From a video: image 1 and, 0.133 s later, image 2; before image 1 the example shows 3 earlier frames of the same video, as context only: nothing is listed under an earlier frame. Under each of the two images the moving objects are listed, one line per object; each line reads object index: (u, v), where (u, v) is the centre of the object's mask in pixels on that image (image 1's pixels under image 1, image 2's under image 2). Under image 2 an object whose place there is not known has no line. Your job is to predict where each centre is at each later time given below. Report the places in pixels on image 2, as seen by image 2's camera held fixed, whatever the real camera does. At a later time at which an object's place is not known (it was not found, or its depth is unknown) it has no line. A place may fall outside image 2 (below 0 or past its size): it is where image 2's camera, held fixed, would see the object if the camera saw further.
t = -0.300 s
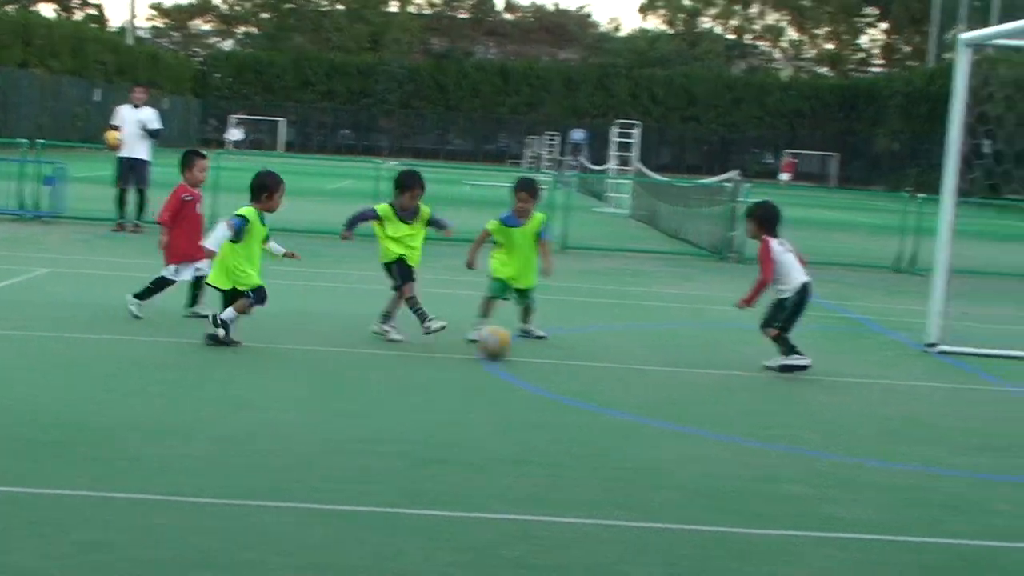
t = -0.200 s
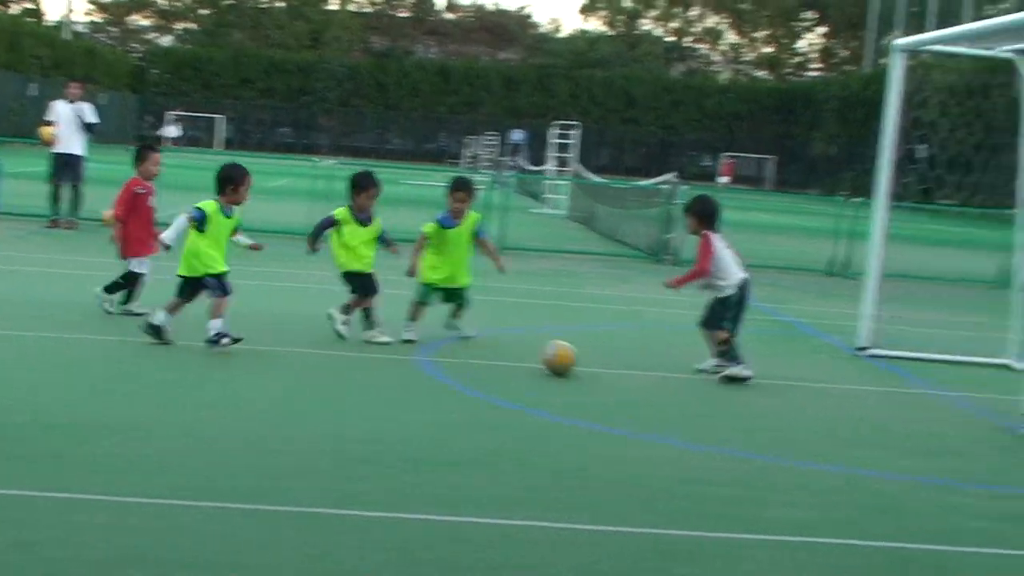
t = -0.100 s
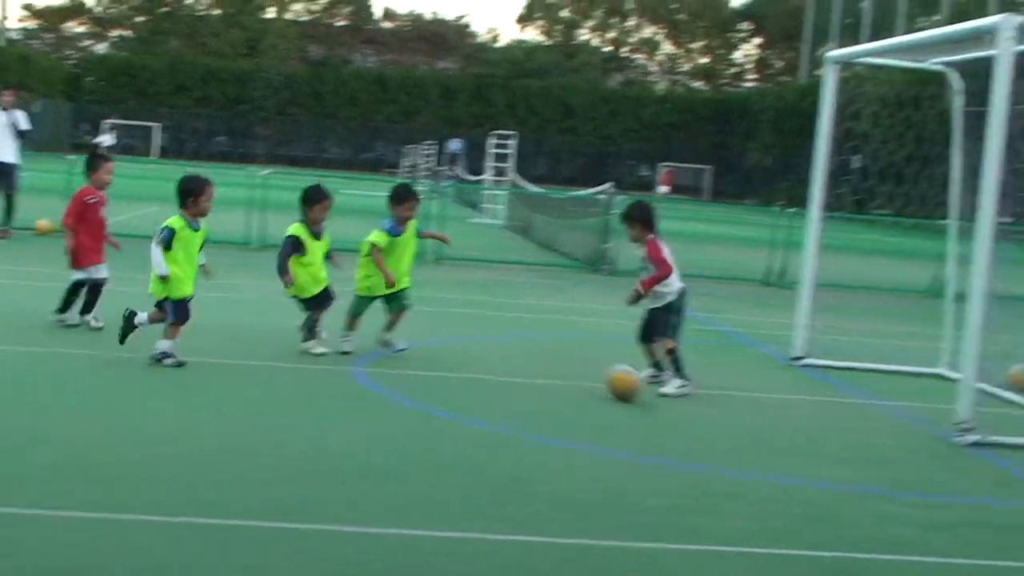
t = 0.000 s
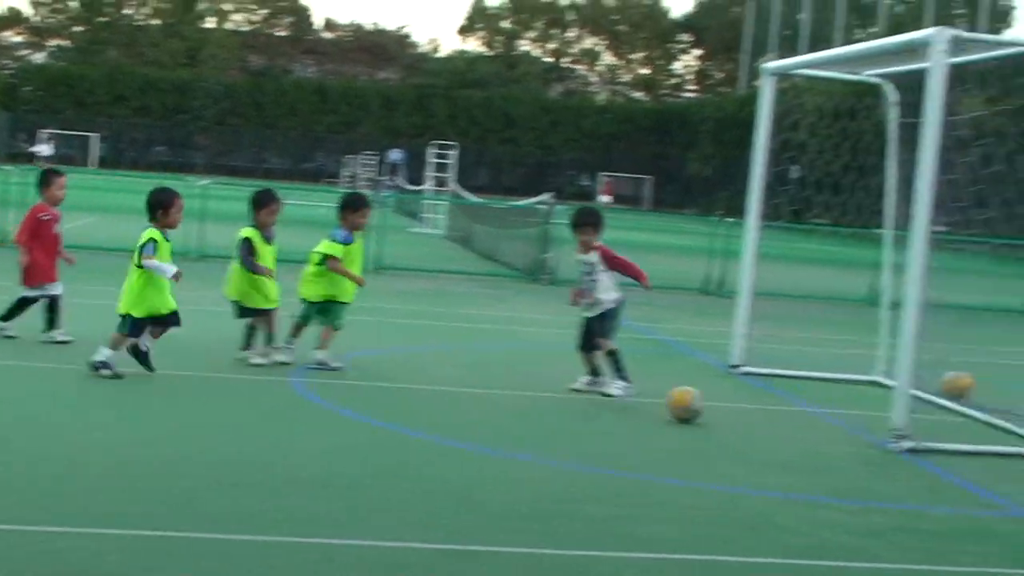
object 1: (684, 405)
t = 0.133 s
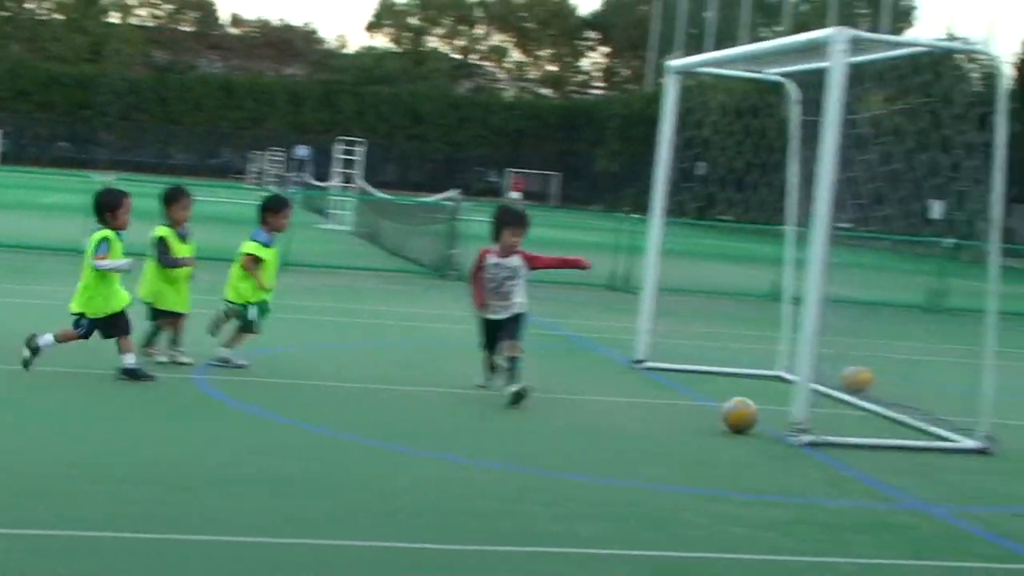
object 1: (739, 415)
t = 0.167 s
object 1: (772, 419)
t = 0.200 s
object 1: (818, 422)
